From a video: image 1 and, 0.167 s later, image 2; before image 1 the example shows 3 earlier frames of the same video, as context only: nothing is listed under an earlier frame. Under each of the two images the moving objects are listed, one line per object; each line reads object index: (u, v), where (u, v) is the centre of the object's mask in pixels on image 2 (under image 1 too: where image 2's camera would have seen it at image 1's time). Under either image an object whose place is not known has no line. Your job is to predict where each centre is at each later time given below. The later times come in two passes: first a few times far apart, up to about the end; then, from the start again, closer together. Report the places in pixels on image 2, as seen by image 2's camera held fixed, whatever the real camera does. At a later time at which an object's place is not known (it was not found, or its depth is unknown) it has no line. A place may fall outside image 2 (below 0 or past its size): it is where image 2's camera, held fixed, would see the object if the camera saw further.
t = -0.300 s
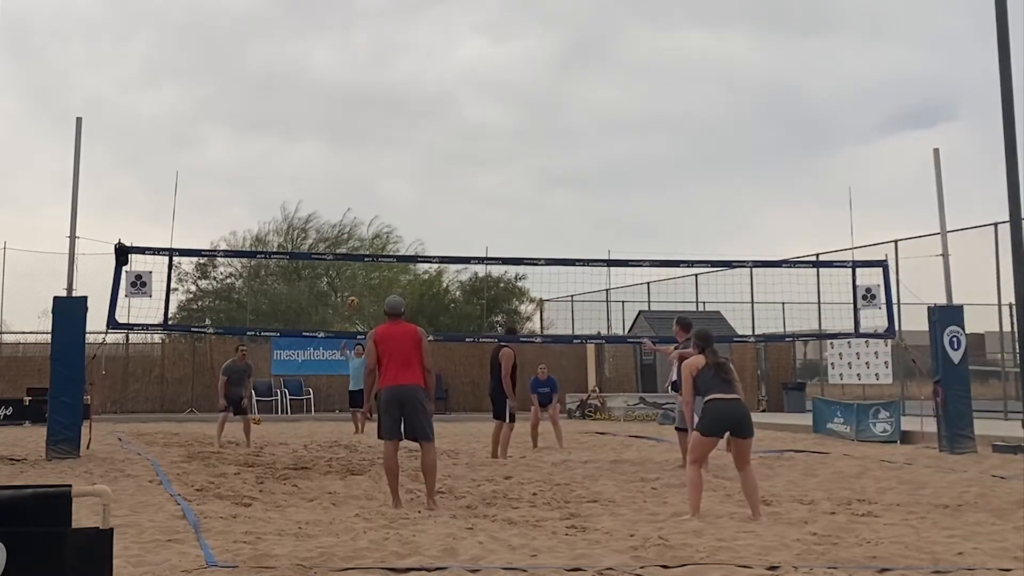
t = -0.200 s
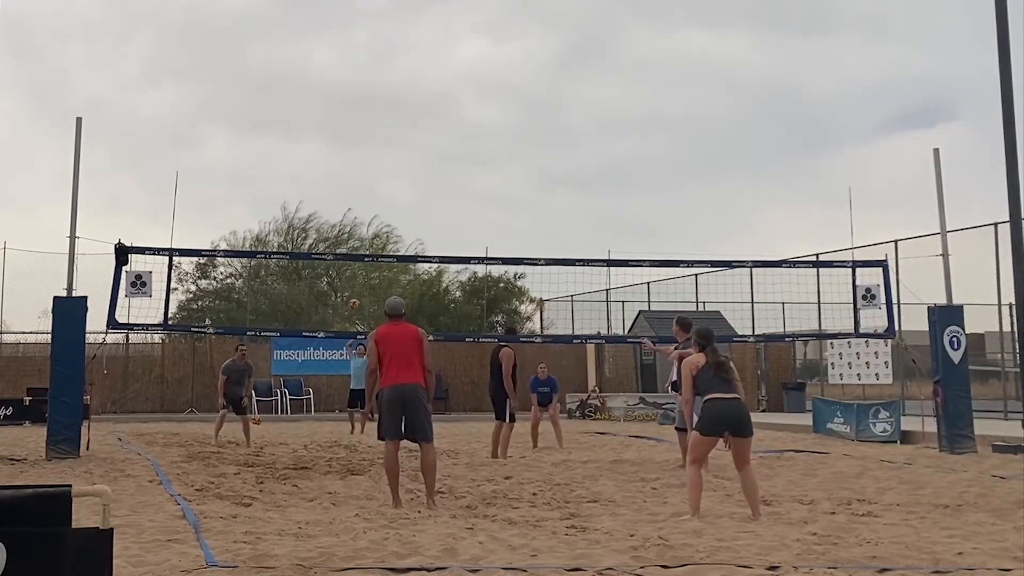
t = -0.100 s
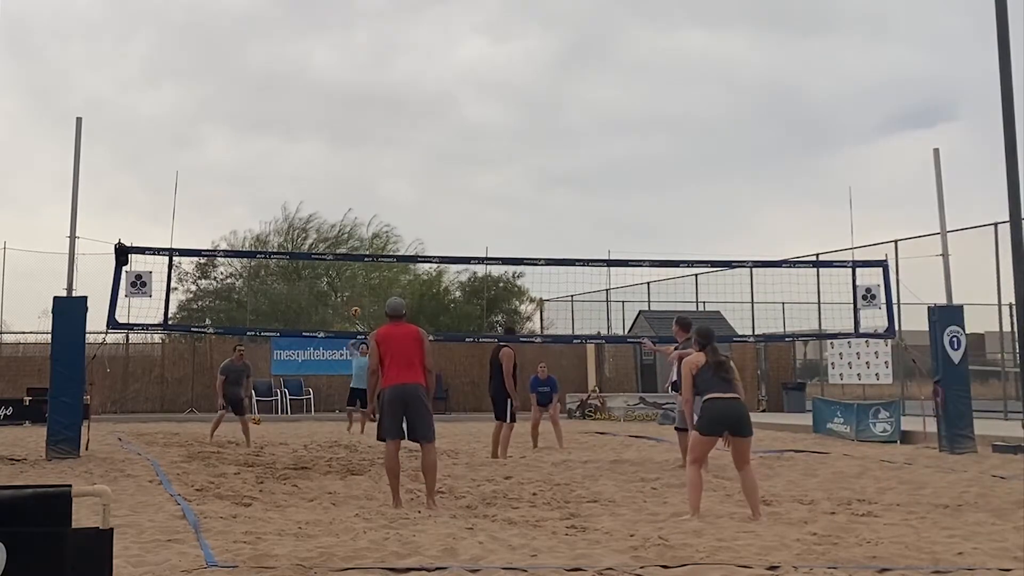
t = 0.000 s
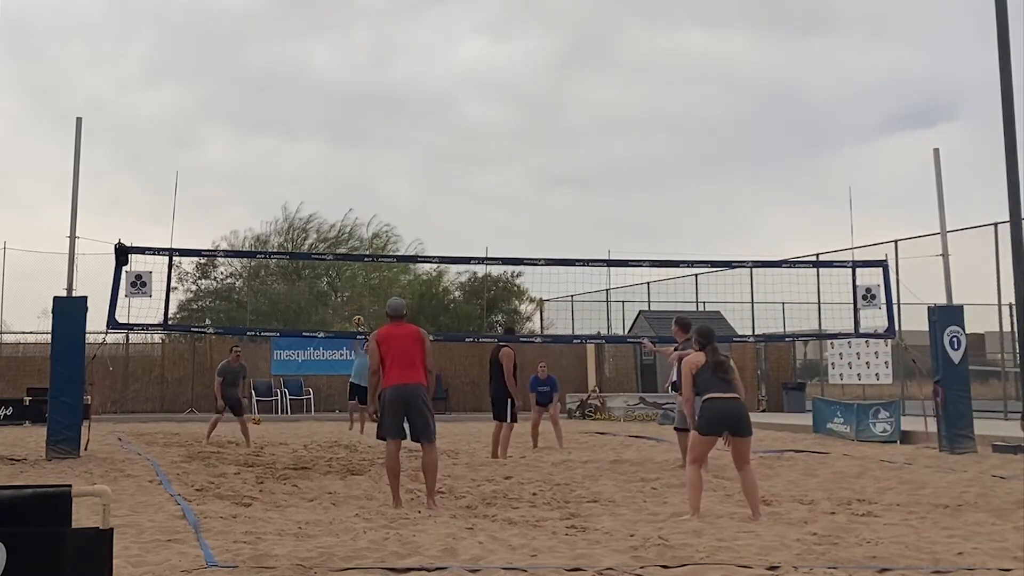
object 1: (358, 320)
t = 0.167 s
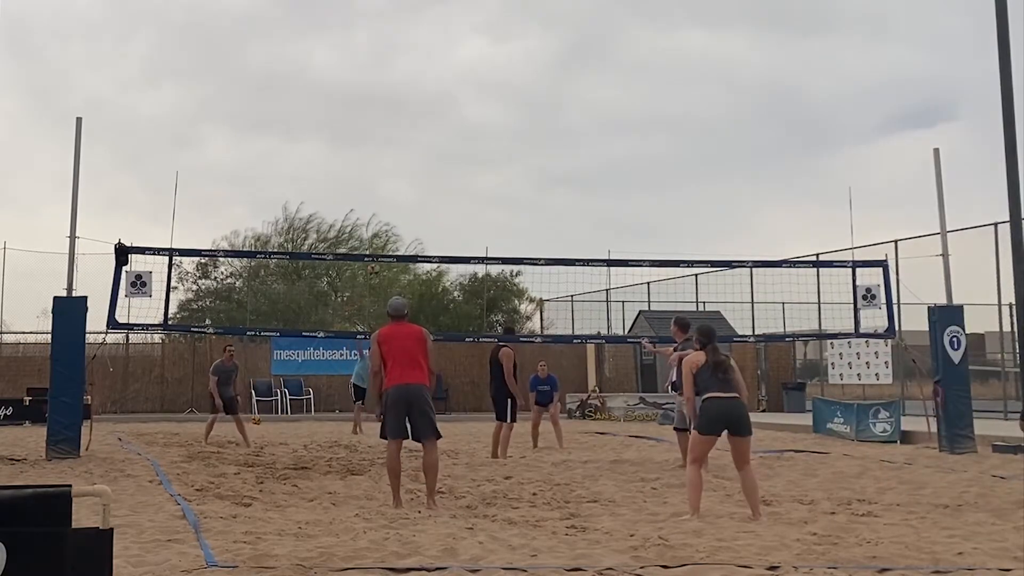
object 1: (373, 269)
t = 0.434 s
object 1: (407, 207)
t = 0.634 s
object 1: (442, 181)
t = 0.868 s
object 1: (507, 192)
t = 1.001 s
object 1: (555, 228)
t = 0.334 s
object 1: (393, 227)
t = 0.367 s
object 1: (398, 220)
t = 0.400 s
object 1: (402, 213)
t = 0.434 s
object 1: (407, 207)
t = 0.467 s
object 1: (413, 202)
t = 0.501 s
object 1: (418, 197)
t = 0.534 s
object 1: (424, 192)
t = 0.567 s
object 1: (430, 188)
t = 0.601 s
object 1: (436, 184)
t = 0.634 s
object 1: (442, 181)
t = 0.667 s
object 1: (450, 180)
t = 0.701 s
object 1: (459, 179)
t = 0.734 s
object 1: (467, 179)
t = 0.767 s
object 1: (476, 180)
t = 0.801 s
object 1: (486, 183)
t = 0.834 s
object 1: (496, 187)
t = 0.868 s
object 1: (507, 192)
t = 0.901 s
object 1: (518, 199)
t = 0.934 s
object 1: (529, 207)
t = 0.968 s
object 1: (542, 217)
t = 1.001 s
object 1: (555, 228)
